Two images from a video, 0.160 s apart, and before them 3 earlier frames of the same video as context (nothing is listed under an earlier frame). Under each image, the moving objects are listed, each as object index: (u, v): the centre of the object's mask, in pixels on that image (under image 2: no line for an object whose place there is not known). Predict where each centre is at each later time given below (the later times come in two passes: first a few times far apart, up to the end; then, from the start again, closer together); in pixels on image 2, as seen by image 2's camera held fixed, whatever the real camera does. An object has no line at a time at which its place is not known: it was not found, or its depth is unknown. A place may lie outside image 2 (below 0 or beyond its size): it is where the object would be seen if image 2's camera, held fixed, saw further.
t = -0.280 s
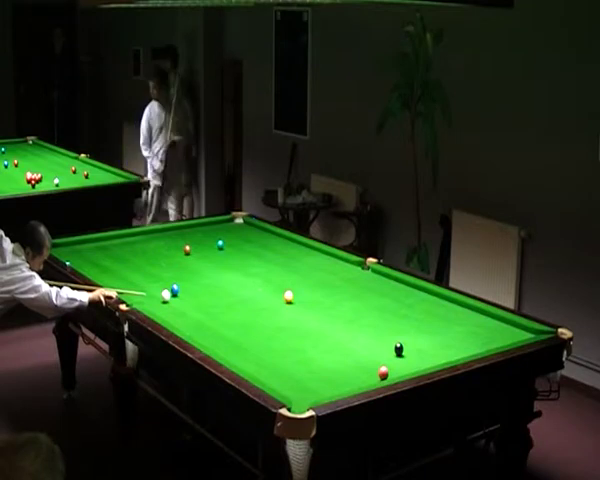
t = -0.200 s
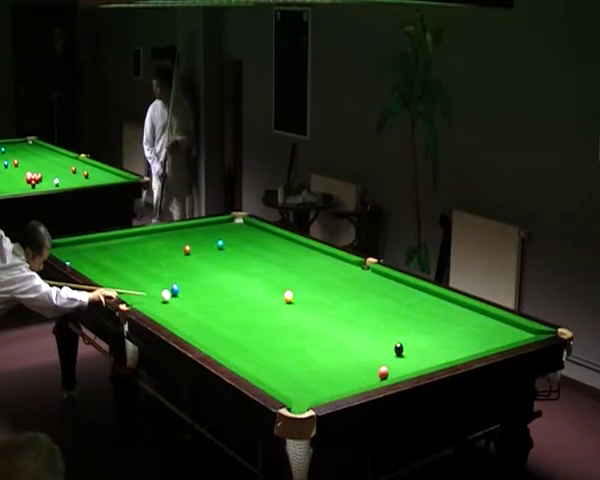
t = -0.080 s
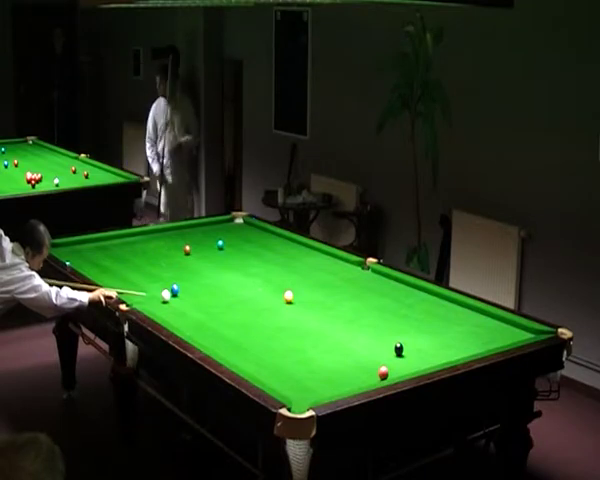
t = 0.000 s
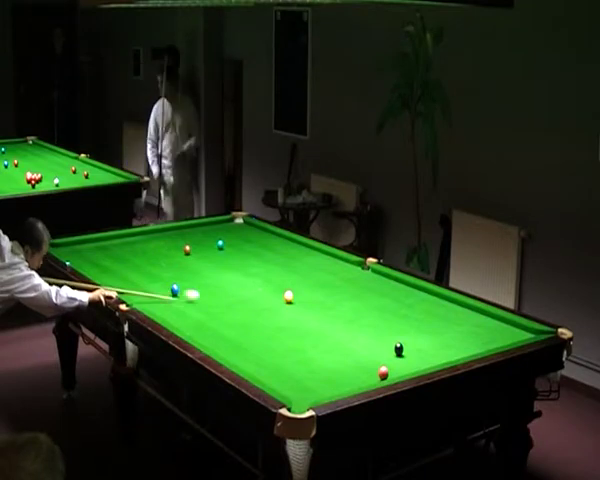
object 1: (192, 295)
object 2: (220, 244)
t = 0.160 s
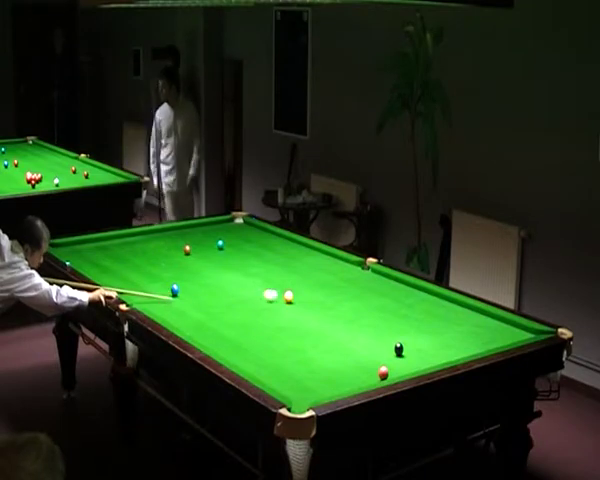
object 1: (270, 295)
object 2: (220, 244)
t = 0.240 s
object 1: (286, 292)
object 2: (220, 244)
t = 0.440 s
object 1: (297, 284)
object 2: (220, 244)
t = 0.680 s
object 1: (307, 276)
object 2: (220, 244)
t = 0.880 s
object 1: (315, 270)
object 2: (220, 244)
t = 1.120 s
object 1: (324, 263)
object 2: (220, 244)
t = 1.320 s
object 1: (332, 257)
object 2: (220, 244)
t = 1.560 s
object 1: (321, 254)
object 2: (220, 244)
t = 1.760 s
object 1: (305, 252)
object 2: (220, 244)
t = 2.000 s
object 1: (286, 250)
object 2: (220, 244)
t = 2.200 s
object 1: (272, 249)
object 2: (220, 244)
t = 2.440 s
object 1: (255, 247)
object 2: (220, 244)
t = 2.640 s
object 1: (242, 246)
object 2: (220, 244)
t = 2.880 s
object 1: (227, 244)
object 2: (219, 244)
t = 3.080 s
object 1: (224, 244)
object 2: (213, 243)
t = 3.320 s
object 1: (221, 244)
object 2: (205, 242)
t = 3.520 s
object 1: (219, 244)
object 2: (199, 242)
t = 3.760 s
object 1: (219, 244)
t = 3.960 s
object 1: (218, 244)
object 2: (187, 240)
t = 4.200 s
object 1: (218, 244)
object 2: (182, 240)
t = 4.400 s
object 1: (218, 244)
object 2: (178, 240)
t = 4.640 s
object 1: (218, 244)
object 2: (174, 239)
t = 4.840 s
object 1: (218, 244)
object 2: (171, 238)
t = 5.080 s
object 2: (169, 238)
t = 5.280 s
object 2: (166, 238)
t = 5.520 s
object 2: (165, 237)
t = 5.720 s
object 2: (164, 237)
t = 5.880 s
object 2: (164, 237)
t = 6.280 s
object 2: (164, 237)
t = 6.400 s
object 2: (164, 237)
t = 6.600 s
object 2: (164, 237)
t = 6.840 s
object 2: (164, 237)
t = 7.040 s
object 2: (164, 237)
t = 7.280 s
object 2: (164, 237)
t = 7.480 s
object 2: (164, 237)
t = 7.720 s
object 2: (164, 237)
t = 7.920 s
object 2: (164, 237)
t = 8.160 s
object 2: (164, 237)
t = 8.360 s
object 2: (164, 237)
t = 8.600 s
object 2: (164, 237)
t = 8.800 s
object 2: (164, 237)
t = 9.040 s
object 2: (164, 237)
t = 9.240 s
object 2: (164, 237)
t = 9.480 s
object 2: (164, 237)
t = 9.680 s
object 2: (164, 237)
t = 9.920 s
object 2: (163, 237)
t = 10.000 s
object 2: (164, 237)
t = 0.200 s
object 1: (283, 294)
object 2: (220, 244)
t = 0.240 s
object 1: (286, 292)
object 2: (220, 244)
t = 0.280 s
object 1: (289, 290)
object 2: (220, 244)
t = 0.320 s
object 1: (292, 289)
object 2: (220, 244)
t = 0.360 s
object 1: (294, 287)
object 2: (220, 244)
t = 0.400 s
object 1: (295, 286)
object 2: (220, 244)
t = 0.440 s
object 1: (297, 284)
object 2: (220, 244)
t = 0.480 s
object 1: (299, 283)
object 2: (220, 244)
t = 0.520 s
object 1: (301, 281)
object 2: (220, 244)
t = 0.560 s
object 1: (302, 280)
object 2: (220, 244)
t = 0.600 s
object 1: (304, 279)
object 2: (220, 244)
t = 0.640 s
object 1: (306, 278)
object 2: (220, 244)
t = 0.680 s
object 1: (307, 276)
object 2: (220, 244)
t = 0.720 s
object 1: (309, 275)
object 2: (220, 244)
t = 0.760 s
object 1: (311, 273)
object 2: (220, 244)
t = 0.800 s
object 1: (312, 272)
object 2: (220, 244)
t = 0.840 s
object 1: (314, 271)
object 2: (220, 244)
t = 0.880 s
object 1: (315, 270)
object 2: (220, 244)
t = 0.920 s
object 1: (317, 268)
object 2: (220, 244)
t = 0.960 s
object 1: (318, 268)
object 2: (220, 244)
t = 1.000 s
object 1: (320, 266)
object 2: (220, 244)
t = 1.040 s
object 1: (322, 265)
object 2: (220, 244)
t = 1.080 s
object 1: (323, 264)
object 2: (220, 244)
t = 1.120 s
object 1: (324, 263)
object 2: (220, 244)
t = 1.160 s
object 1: (326, 261)
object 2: (220, 244)
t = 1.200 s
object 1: (327, 260)
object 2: (220, 244)
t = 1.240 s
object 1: (329, 260)
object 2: (220, 244)
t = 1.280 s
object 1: (330, 258)
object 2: (220, 244)
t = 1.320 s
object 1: (332, 257)
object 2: (220, 244)
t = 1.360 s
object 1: (333, 256)
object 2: (220, 244)
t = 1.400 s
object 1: (334, 255)
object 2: (220, 244)
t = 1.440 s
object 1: (331, 255)
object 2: (220, 244)
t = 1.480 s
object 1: (328, 254)
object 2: (220, 244)
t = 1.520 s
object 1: (324, 254)
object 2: (220, 244)
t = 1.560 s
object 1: (321, 254)
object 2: (220, 244)
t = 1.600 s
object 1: (318, 253)
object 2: (220, 244)
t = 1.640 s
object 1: (315, 253)
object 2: (220, 244)
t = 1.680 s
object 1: (311, 253)
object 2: (220, 244)
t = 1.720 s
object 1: (308, 252)
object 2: (220, 244)
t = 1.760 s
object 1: (305, 252)
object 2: (220, 244)
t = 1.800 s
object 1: (302, 252)
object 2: (220, 244)
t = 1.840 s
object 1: (298, 252)
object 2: (220, 244)
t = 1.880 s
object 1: (295, 251)
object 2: (220, 244)
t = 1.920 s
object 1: (292, 251)
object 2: (220, 244)
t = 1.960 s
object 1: (289, 251)
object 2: (220, 244)
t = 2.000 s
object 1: (286, 250)
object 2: (220, 244)
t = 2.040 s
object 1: (283, 250)
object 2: (220, 244)
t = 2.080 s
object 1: (280, 250)
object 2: (220, 244)
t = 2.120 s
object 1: (278, 250)
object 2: (220, 244)
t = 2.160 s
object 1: (274, 249)
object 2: (220, 244)
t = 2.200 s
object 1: (272, 249)
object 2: (220, 244)
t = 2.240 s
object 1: (269, 249)
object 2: (220, 244)
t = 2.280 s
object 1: (266, 248)
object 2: (220, 244)
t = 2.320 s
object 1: (263, 248)
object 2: (220, 244)
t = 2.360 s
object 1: (260, 248)
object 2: (220, 244)
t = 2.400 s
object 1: (257, 248)
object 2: (220, 244)
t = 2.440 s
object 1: (255, 247)
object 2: (220, 244)
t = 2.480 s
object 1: (252, 247)
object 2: (220, 244)
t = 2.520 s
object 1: (249, 247)
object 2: (220, 244)
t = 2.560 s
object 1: (247, 247)
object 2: (220, 244)
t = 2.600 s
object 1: (244, 246)
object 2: (220, 244)
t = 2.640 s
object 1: (242, 246)
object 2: (220, 244)
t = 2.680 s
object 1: (239, 246)
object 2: (220, 244)
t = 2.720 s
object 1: (236, 246)
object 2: (220, 244)
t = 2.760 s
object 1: (234, 245)
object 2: (220, 244)
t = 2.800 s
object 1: (231, 245)
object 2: (220, 244)
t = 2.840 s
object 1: (229, 245)
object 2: (220, 244)
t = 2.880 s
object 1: (227, 244)
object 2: (219, 244)
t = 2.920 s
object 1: (226, 244)
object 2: (218, 244)
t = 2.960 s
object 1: (225, 244)
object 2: (217, 244)
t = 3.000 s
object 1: (225, 244)
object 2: (215, 244)
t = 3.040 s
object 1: (224, 244)
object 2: (214, 243)
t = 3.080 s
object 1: (224, 244)
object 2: (213, 243)
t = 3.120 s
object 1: (223, 244)
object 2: (211, 243)
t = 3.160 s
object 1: (223, 244)
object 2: (210, 243)
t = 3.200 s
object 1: (222, 244)
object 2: (208, 243)
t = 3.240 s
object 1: (222, 244)
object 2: (207, 243)
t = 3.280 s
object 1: (222, 244)
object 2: (206, 243)
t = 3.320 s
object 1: (221, 244)
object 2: (205, 242)
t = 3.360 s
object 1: (221, 244)
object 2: (203, 242)
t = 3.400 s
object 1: (220, 244)
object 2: (202, 242)
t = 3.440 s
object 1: (220, 244)
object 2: (201, 242)
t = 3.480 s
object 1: (220, 244)
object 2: (200, 242)
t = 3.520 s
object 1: (219, 244)
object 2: (199, 242)
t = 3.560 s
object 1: (219, 244)
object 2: (198, 242)
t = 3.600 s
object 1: (219, 244)
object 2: (197, 242)
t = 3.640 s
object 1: (219, 244)
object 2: (195, 241)
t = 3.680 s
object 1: (219, 244)
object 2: (194, 241)
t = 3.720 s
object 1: (219, 244)
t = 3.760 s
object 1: (219, 244)
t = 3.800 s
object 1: (218, 244)
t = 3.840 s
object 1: (218, 244)
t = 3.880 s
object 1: (218, 244)
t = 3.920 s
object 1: (218, 244)
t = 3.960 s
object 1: (218, 244)
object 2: (187, 240)
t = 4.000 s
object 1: (218, 244)
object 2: (187, 240)
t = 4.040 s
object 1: (218, 244)
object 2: (186, 239)
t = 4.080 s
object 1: (218, 244)
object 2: (184, 239)
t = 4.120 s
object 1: (218, 244)
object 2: (183, 240)
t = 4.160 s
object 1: (218, 244)
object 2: (183, 240)
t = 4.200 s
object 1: (218, 244)
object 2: (182, 240)
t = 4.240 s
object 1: (218, 244)
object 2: (182, 240)
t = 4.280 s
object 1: (218, 244)
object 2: (180, 240)
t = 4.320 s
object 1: (218, 244)
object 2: (180, 239)
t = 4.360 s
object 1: (218, 244)
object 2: (179, 240)
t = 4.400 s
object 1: (218, 244)
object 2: (178, 240)
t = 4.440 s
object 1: (218, 244)
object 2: (178, 239)
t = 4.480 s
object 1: (218, 244)
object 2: (177, 239)
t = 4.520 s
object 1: (218, 244)
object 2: (176, 239)
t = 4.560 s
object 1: (218, 244)
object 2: (176, 239)
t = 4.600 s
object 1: (218, 244)
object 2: (175, 239)
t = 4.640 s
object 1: (218, 244)
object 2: (174, 239)
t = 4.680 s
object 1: (218, 244)
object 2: (173, 239)
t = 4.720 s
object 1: (218, 244)
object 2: (173, 239)
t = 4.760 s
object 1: (218, 244)
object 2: (172, 238)
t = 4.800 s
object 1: (218, 244)
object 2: (172, 238)
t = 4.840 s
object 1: (218, 244)
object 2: (171, 238)
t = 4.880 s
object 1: (218, 244)
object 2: (171, 238)
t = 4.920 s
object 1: (218, 244)
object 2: (170, 238)
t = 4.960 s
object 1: (218, 244)
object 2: (170, 238)
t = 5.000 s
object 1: (218, 244)
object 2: (169, 238)
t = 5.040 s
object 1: (218, 244)
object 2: (169, 238)
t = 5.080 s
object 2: (169, 238)
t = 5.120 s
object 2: (168, 238)
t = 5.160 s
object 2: (168, 238)
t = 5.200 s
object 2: (167, 238)
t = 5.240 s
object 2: (167, 238)
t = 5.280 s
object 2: (166, 238)
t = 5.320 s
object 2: (166, 238)
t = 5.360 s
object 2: (166, 237)
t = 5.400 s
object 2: (166, 238)
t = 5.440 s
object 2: (165, 237)
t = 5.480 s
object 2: (165, 237)
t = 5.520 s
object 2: (165, 237)
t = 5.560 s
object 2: (165, 237)
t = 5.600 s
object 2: (165, 237)
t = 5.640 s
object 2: (165, 237)
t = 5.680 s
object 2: (165, 237)
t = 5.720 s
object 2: (164, 237)
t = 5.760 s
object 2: (164, 237)
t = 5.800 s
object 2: (164, 237)
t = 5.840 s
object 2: (164, 237)
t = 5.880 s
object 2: (164, 237)
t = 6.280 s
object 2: (164, 237)
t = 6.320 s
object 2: (164, 237)
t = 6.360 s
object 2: (164, 237)
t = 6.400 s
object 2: (164, 237)
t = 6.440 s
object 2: (164, 237)
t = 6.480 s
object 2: (164, 237)
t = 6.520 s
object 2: (164, 237)
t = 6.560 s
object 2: (164, 237)
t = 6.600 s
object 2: (164, 237)
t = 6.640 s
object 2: (164, 237)
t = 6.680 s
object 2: (164, 237)
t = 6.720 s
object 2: (164, 237)
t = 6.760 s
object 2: (164, 237)
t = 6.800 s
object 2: (164, 237)
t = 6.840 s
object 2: (164, 237)
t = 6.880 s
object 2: (164, 237)
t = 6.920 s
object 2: (164, 237)
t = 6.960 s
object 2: (164, 237)
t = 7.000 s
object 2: (164, 237)
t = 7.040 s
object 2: (164, 237)
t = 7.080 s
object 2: (164, 237)
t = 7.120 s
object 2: (164, 237)
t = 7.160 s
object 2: (164, 237)
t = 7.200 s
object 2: (164, 237)
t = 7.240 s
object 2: (164, 237)
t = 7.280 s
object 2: (164, 237)
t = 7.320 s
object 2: (164, 237)
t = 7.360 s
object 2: (164, 237)
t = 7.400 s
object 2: (164, 237)
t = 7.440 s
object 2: (164, 237)
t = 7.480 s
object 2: (164, 237)
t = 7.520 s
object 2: (164, 237)
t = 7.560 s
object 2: (164, 237)
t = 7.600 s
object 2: (164, 237)
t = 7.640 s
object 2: (164, 237)
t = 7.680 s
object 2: (164, 237)
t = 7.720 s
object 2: (164, 237)
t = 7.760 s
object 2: (164, 237)
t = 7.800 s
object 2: (164, 237)
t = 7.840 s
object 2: (164, 237)
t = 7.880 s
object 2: (164, 237)
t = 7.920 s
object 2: (164, 237)
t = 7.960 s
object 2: (164, 237)
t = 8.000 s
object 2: (164, 237)
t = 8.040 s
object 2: (164, 237)
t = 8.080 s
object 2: (164, 237)
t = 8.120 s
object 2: (164, 237)
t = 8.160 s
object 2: (164, 237)
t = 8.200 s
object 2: (164, 237)
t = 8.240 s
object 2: (164, 237)
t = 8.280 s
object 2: (164, 237)
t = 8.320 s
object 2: (164, 237)
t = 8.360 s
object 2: (164, 237)
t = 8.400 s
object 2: (164, 237)
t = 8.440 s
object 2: (164, 237)
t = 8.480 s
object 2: (164, 237)
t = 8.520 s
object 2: (164, 237)
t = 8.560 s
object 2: (164, 237)
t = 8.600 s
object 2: (164, 237)
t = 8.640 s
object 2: (164, 237)
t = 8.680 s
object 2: (164, 237)
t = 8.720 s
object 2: (164, 237)
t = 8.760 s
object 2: (164, 237)
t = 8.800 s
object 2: (164, 237)
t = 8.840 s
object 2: (164, 237)
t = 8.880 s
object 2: (164, 237)
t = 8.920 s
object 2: (164, 237)
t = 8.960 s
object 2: (164, 237)
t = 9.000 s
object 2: (164, 237)
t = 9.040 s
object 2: (164, 237)
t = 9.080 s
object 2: (164, 237)
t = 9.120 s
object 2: (164, 237)
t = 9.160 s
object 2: (164, 237)
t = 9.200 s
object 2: (164, 237)
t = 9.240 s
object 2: (164, 237)
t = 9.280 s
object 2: (164, 237)
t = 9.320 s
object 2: (164, 237)
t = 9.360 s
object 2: (164, 237)
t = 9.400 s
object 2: (164, 237)
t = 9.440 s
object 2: (164, 237)
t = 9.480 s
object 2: (164, 237)
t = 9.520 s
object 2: (164, 237)
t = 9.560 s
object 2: (164, 237)
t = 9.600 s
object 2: (164, 237)
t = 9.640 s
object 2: (164, 237)
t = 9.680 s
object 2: (164, 237)
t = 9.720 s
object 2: (164, 237)
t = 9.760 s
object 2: (164, 237)
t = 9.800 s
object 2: (164, 237)
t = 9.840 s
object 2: (164, 237)
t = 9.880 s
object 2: (164, 237)
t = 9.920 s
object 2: (163, 237)
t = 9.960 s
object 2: (164, 237)
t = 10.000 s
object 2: (164, 237)
